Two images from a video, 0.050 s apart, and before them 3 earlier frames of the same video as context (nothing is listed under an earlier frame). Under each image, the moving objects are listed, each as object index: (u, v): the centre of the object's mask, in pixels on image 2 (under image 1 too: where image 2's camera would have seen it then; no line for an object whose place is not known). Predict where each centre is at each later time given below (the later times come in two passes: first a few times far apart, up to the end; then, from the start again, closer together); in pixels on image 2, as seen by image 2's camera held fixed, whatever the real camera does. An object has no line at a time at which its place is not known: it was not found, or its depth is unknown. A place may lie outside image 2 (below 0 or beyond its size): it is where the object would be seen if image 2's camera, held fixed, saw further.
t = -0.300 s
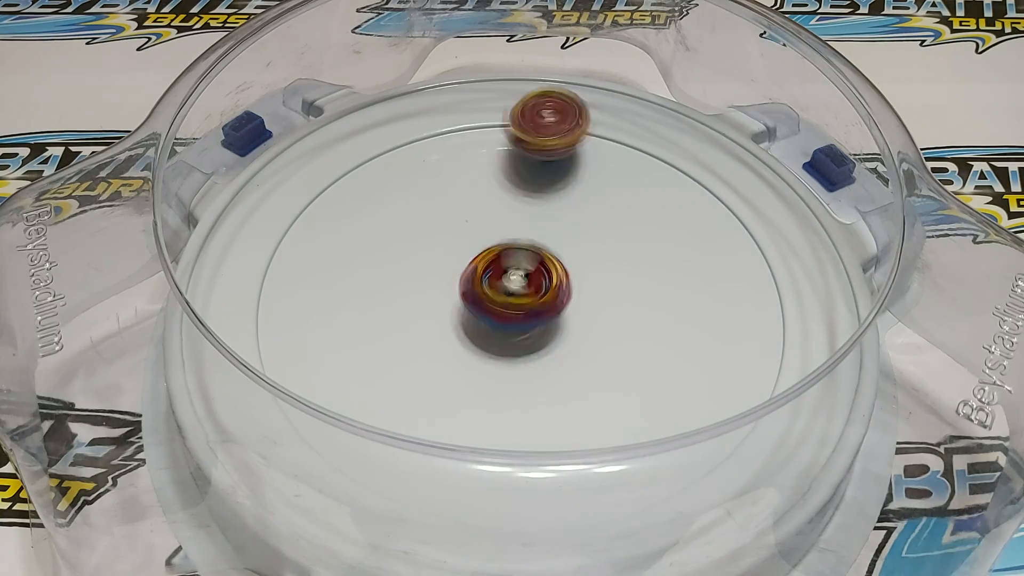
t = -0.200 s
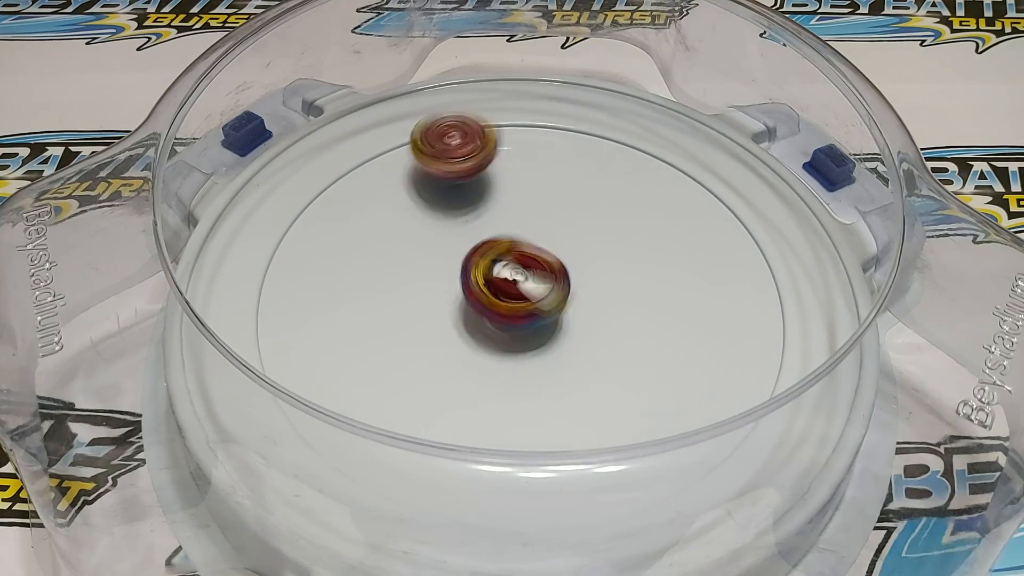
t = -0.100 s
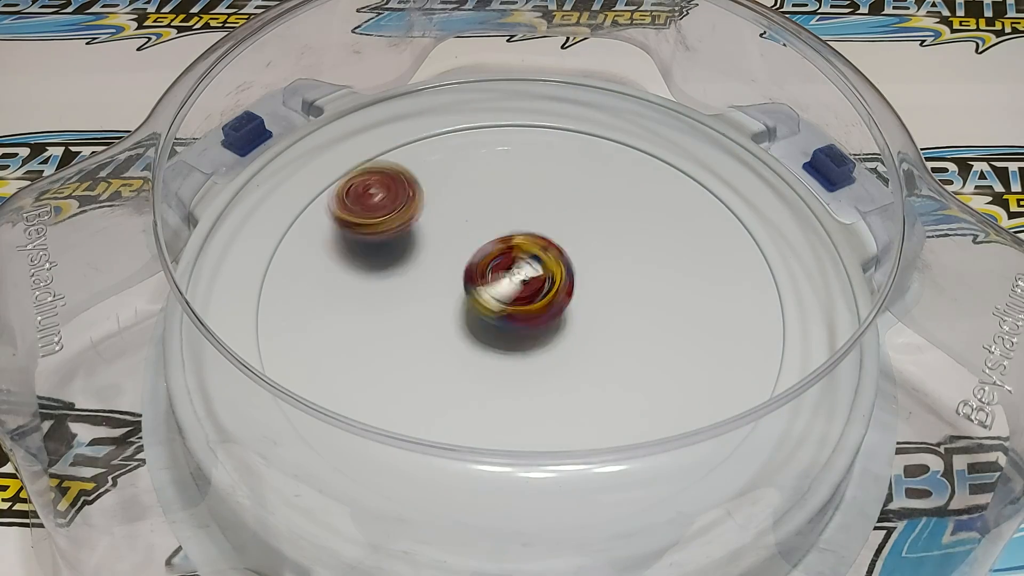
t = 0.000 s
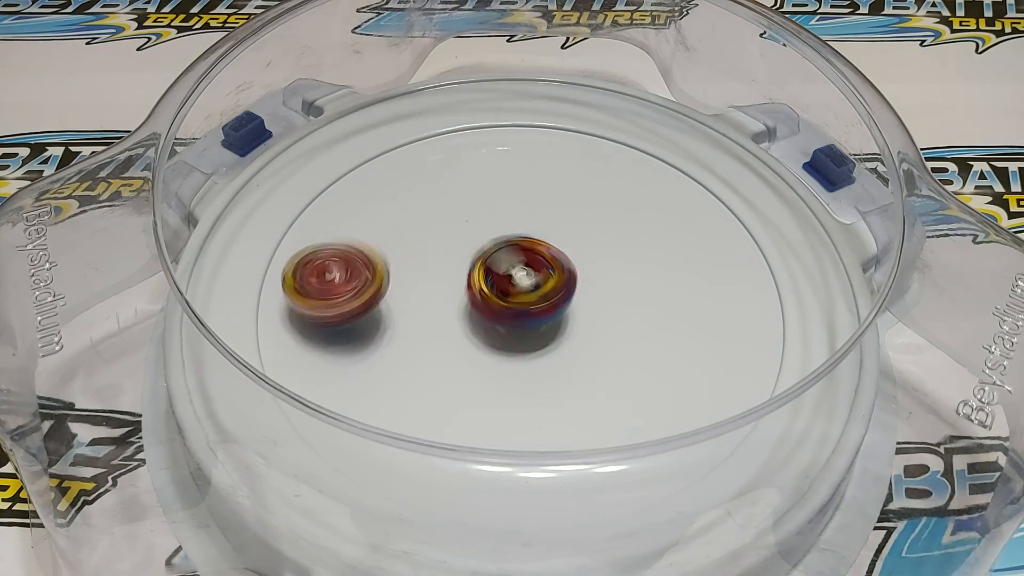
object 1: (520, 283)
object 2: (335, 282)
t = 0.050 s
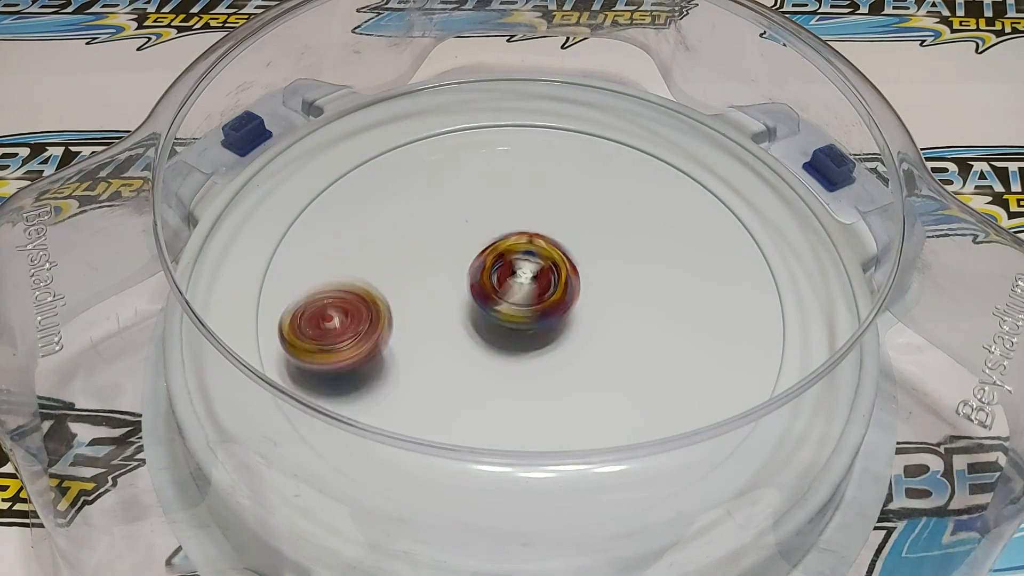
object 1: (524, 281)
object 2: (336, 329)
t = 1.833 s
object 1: (506, 294)
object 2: (684, 185)
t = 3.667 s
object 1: (522, 289)
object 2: (483, 403)
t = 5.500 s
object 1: (520, 302)
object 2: (506, 158)
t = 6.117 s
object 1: (529, 282)
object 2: (598, 406)
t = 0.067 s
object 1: (525, 283)
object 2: (340, 344)
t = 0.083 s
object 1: (523, 284)
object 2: (345, 358)
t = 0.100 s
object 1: (524, 284)
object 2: (353, 369)
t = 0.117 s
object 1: (523, 283)
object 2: (364, 380)
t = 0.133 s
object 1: (527, 283)
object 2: (376, 389)
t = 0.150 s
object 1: (526, 283)
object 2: (391, 398)
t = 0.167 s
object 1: (525, 286)
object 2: (402, 416)
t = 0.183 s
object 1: (525, 285)
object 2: (418, 428)
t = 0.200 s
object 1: (525, 283)
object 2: (436, 438)
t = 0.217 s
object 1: (528, 284)
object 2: (456, 446)
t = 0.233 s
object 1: (526, 285)
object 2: (477, 449)
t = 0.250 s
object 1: (526, 285)
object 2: (498, 452)
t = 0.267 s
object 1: (524, 286)
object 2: (518, 453)
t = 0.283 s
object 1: (525, 284)
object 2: (540, 455)
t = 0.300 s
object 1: (527, 286)
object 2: (560, 455)
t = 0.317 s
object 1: (525, 286)
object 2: (580, 450)
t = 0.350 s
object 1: (524, 285)
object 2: (622, 440)
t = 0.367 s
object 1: (524, 285)
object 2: (640, 430)
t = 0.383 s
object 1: (525, 286)
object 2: (654, 419)
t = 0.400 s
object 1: (523, 285)
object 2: (664, 402)
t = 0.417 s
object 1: (523, 285)
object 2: (677, 394)
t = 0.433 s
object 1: (523, 283)
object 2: (688, 385)
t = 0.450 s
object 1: (524, 283)
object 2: (698, 376)
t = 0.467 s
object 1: (526, 284)
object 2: (705, 364)
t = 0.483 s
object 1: (524, 284)
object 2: (712, 350)
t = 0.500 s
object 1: (525, 283)
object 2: (715, 335)
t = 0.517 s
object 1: (524, 282)
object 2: (716, 319)
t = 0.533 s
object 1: (526, 282)
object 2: (715, 305)
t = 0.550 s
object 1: (528, 285)
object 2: (711, 290)
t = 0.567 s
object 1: (526, 284)
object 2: (708, 276)
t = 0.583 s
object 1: (526, 283)
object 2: (702, 263)
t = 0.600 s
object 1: (526, 283)
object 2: (696, 250)
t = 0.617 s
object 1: (527, 284)
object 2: (689, 237)
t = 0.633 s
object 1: (528, 285)
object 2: (681, 225)
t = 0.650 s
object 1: (524, 285)
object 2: (671, 213)
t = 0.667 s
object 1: (523, 285)
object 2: (660, 202)
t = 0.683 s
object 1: (522, 286)
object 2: (647, 192)
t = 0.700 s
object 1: (522, 285)
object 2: (634, 183)
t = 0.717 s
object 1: (522, 286)
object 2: (622, 175)
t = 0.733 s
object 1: (518, 286)
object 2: (609, 168)
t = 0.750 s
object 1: (517, 286)
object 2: (596, 161)
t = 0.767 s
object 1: (516, 287)
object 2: (582, 155)
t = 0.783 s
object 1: (515, 285)
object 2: (568, 149)
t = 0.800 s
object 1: (516, 285)
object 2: (552, 144)
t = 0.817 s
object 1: (513, 285)
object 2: (537, 140)
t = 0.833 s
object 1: (511, 285)
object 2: (521, 138)
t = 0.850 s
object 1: (510, 284)
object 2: (505, 135)
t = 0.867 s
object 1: (510, 282)
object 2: (491, 134)
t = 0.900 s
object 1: (511, 282)
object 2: (462, 135)
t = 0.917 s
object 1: (509, 281)
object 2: (448, 136)
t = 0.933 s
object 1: (510, 279)
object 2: (434, 138)
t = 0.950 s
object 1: (510, 278)
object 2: (419, 142)
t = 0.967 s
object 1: (513, 278)
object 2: (404, 146)
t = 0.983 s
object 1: (513, 280)
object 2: (392, 151)
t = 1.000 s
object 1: (511, 280)
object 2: (378, 157)
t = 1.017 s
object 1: (512, 279)
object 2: (368, 164)
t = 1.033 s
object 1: (511, 277)
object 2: (357, 173)
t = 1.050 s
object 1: (514, 279)
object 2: (348, 181)
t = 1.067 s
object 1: (515, 281)
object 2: (339, 192)
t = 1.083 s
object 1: (513, 281)
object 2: (330, 201)
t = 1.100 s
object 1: (513, 280)
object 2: (324, 214)
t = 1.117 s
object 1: (512, 279)
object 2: (319, 226)
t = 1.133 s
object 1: (513, 279)
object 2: (316, 240)
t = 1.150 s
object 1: (515, 282)
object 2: (315, 254)
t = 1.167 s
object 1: (514, 282)
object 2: (317, 268)
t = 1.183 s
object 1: (513, 282)
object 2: (319, 283)
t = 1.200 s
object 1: (514, 281)
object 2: (323, 296)
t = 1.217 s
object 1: (512, 282)
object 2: (328, 311)
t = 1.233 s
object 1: (516, 281)
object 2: (336, 324)
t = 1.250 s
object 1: (517, 283)
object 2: (346, 338)
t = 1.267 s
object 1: (514, 283)
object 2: (357, 349)
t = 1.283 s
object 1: (514, 282)
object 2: (373, 363)
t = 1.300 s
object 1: (513, 285)
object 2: (389, 375)
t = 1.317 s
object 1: (515, 282)
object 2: (408, 383)
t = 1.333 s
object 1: (518, 283)
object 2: (426, 390)
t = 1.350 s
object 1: (515, 284)
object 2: (443, 396)
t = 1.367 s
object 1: (514, 285)
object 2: (462, 401)
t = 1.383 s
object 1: (515, 285)
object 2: (482, 406)
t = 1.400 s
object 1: (514, 284)
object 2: (503, 410)
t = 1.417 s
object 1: (518, 283)
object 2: (525, 412)
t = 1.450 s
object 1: (515, 286)
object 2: (571, 409)
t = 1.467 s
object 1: (515, 284)
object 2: (590, 406)
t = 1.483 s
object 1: (513, 287)
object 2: (609, 402)
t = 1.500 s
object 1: (515, 284)
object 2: (626, 397)
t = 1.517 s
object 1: (518, 285)
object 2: (644, 393)
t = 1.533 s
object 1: (516, 285)
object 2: (661, 388)
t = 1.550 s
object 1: (515, 285)
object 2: (680, 378)
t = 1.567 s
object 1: (515, 284)
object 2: (693, 367)
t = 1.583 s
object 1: (514, 283)
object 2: (704, 354)
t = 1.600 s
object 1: (516, 283)
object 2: (713, 343)
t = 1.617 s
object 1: (517, 286)
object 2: (720, 332)
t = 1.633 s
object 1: (516, 285)
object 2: (728, 321)
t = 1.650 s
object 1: (516, 285)
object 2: (734, 309)
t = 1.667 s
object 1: (517, 283)
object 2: (738, 295)
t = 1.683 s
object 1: (516, 284)
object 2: (739, 281)
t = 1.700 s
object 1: (519, 285)
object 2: (738, 268)
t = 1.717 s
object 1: (519, 288)
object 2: (736, 257)
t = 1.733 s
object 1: (514, 289)
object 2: (732, 245)
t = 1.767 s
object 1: (512, 289)
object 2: (724, 223)
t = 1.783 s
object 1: (510, 292)
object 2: (716, 212)
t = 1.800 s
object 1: (512, 291)
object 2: (706, 202)
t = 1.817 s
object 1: (510, 294)
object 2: (695, 193)
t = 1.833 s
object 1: (506, 294)
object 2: (684, 185)
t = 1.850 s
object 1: (506, 294)
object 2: (671, 179)
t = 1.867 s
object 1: (504, 292)
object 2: (659, 173)
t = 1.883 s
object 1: (503, 292)
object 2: (646, 167)
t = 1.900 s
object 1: (505, 291)
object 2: (631, 162)
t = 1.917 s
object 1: (505, 292)
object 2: (616, 158)
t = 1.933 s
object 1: (501, 291)
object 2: (601, 155)
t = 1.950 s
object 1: (501, 290)
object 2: (586, 153)
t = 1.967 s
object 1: (502, 289)
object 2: (570, 153)
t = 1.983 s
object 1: (503, 288)
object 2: (555, 152)
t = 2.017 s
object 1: (511, 292)
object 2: (522, 154)
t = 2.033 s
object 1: (508, 292)
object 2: (507, 156)
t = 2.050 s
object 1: (509, 294)
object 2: (491, 159)
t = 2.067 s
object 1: (511, 293)
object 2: (476, 163)
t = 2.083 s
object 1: (509, 305)
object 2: (460, 167)
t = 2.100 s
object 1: (513, 296)
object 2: (447, 172)
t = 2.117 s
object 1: (513, 305)
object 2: (433, 179)
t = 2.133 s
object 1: (511, 300)
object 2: (418, 185)
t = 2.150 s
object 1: (507, 308)
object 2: (406, 193)
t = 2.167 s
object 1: (507, 299)
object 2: (393, 200)
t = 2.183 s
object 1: (506, 298)
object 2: (382, 209)
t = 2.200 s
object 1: (507, 294)
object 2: (371, 219)
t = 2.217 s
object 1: (509, 295)
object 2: (362, 228)
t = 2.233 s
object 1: (507, 294)
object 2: (353, 240)
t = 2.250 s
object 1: (505, 294)
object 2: (344, 250)
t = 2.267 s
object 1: (505, 292)
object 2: (338, 262)
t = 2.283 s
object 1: (506, 290)
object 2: (332, 275)
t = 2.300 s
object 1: (509, 288)
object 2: (330, 287)
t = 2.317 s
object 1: (515, 288)
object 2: (329, 301)
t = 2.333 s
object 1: (518, 291)
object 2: (329, 313)
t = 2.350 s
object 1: (517, 292)
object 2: (329, 326)
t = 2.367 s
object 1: (517, 293)
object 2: (331, 339)
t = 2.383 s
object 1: (518, 291)
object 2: (336, 353)
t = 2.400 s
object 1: (519, 291)
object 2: (344, 364)
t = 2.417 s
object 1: (520, 293)
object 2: (355, 374)
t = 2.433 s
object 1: (524, 295)
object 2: (369, 383)
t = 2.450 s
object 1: (523, 297)
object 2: (383, 390)
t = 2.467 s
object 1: (519, 298)
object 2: (395, 397)
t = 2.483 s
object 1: (516, 299)
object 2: (409, 403)
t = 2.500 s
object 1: (514, 297)
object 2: (427, 409)
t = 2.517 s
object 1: (512, 294)
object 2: (445, 414)
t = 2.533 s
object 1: (513, 291)
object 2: (463, 429)
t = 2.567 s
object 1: (516, 291)
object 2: (501, 418)
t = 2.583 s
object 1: (513, 291)
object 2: (519, 420)
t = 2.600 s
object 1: (512, 291)
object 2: (536, 420)
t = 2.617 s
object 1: (513, 288)
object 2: (557, 418)
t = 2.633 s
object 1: (513, 288)
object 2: (577, 415)
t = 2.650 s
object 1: (516, 285)
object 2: (595, 409)
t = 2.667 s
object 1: (523, 285)
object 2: (608, 403)
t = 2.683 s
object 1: (526, 288)
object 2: (621, 396)
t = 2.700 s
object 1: (524, 289)
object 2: (635, 389)
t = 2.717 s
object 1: (523, 290)
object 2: (648, 379)
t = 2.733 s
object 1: (523, 288)
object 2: (660, 365)
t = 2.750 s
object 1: (522, 289)
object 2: (667, 352)
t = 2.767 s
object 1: (521, 289)
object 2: (671, 339)
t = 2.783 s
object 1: (524, 289)
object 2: (677, 328)
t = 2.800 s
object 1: (526, 292)
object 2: (681, 316)
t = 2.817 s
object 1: (523, 293)
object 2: (686, 303)
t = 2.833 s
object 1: (520, 293)
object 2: (687, 289)
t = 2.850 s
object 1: (517, 292)
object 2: (684, 275)
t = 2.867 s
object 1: (515, 290)
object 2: (683, 263)
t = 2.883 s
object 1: (514, 286)
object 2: (679, 251)
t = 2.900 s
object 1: (517, 283)
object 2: (677, 239)
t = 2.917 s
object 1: (522, 282)
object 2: (672, 227)
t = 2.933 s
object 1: (524, 283)
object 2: (665, 215)
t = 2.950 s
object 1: (522, 283)
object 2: (658, 205)
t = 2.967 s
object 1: (522, 283)
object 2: (649, 196)
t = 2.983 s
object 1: (523, 282)
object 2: (641, 187)
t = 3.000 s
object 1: (524, 281)
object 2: (633, 179)
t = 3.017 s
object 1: (524, 280)
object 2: (622, 170)
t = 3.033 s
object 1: (527, 280)
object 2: (611, 162)
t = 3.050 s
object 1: (531, 283)
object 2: (598, 155)
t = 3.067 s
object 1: (532, 287)
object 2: (588, 150)
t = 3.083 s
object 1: (528, 288)
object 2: (576, 147)
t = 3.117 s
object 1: (523, 287)
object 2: (550, 138)
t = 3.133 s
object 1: (521, 287)
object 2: (536, 135)
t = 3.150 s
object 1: (521, 285)
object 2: (523, 134)
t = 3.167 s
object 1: (523, 284)
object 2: (509, 134)
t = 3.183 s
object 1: (524, 284)
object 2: (496, 134)
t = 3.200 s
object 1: (522, 285)
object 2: (483, 136)
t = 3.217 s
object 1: (520, 285)
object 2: (468, 137)
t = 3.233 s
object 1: (519, 286)
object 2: (455, 142)
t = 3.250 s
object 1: (519, 282)
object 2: (442, 146)
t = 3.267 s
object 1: (518, 283)
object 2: (430, 151)
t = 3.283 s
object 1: (520, 281)
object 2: (419, 159)
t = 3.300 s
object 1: (524, 280)
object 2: (408, 166)
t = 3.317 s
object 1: (530, 282)
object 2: (398, 174)
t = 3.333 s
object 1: (531, 285)
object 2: (389, 183)
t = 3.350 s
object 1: (529, 287)
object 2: (382, 193)
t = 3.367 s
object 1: (527, 288)
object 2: (375, 204)
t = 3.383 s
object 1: (526, 288)
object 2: (368, 215)
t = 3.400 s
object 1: (524, 287)
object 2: (363, 227)
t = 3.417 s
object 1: (522, 286)
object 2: (359, 239)
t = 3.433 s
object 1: (524, 284)
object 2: (358, 252)
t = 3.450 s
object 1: (526, 285)
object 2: (358, 266)
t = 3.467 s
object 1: (524, 287)
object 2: (359, 279)
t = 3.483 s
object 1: (522, 287)
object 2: (362, 292)
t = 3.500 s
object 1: (521, 288)
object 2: (365, 304)
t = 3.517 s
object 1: (520, 288)
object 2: (370, 318)
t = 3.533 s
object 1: (519, 284)
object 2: (377, 330)
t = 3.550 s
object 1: (520, 282)
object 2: (388, 343)
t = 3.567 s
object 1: (524, 281)
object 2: (398, 355)
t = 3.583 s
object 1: (529, 282)
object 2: (407, 364)
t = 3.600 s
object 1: (531, 285)
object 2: (420, 376)
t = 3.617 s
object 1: (529, 287)
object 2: (433, 386)
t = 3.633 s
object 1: (527, 290)
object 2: (449, 393)
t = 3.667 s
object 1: (522, 289)
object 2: (483, 403)
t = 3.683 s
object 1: (519, 287)
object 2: (498, 406)
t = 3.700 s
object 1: (521, 285)
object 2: (513, 411)
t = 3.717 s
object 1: (524, 283)
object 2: (533, 413)
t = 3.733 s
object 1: (526, 284)
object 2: (553, 413)
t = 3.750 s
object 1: (526, 284)
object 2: (572, 412)
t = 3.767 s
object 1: (525, 284)
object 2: (588, 409)
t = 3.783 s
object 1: (525, 284)
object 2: (602, 408)
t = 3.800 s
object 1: (526, 283)
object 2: (621, 406)
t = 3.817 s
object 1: (525, 283)
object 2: (639, 402)
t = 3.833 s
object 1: (526, 281)
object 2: (656, 394)
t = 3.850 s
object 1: (529, 281)
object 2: (667, 387)
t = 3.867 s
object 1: (532, 283)
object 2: (678, 381)
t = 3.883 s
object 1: (532, 286)
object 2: (691, 374)
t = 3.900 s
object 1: (529, 287)
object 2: (701, 361)
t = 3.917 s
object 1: (526, 285)
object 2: (708, 348)
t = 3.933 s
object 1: (524, 285)
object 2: (712, 337)
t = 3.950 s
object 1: (521, 285)
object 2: (714, 325)
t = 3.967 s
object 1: (520, 282)
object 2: (718, 314)
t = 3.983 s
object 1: (522, 280)
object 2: (719, 302)
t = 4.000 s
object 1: (527, 279)
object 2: (716, 288)
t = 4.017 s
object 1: (529, 280)
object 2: (713, 277)
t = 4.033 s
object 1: (528, 280)
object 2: (707, 267)
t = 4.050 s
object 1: (528, 281)
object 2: (703, 255)
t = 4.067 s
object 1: (528, 281)
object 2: (695, 245)
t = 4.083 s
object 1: (529, 280)
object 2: (686, 234)
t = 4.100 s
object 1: (528, 280)
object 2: (675, 225)
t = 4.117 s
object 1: (529, 279)
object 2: (665, 218)
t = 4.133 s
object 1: (532, 279)
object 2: (655, 210)
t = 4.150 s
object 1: (535, 281)
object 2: (643, 203)
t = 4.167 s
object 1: (534, 284)
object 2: (630, 196)
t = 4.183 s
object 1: (531, 284)
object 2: (617, 189)
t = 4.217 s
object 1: (526, 282)
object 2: (591, 181)
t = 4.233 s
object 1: (524, 282)
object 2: (576, 177)
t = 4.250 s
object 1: (523, 279)
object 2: (562, 173)
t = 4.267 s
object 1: (526, 277)
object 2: (548, 171)
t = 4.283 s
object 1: (530, 276)
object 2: (533, 169)
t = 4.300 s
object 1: (533, 278)
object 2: (519, 168)
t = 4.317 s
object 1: (532, 279)
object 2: (505, 168)
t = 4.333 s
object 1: (530, 280)
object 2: (490, 168)
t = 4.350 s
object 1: (529, 282)
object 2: (475, 169)
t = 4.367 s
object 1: (529, 281)
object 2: (461, 171)
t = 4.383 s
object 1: (527, 282)
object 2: (448, 172)
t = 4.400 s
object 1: (526, 281)
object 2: (435, 176)
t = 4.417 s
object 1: (528, 280)
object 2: (421, 180)
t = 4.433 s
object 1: (530, 281)
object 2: (409, 184)
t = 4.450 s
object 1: (529, 283)
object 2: (397, 189)
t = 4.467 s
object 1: (526, 284)
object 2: (386, 195)
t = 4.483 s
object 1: (524, 285)
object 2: (375, 201)
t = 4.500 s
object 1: (523, 285)
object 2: (364, 208)
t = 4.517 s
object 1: (521, 284)
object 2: (356, 218)
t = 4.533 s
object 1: (520, 281)
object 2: (348, 226)
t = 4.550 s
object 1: (522, 279)
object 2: (341, 236)
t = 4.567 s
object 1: (526, 278)
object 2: (335, 246)
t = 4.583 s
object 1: (530, 280)
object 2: (330, 256)
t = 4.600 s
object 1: (529, 281)
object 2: (327, 269)
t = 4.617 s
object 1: (527, 281)
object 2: (327, 281)
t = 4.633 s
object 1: (526, 284)
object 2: (328, 292)
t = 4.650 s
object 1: (524, 284)
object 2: (330, 304)
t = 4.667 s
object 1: (523, 284)
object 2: (333, 315)
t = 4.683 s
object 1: (521, 282)
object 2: (340, 328)
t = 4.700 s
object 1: (521, 281)
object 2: (349, 340)
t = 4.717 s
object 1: (524, 281)
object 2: (359, 350)
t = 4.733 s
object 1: (525, 283)
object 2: (369, 360)
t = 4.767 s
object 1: (521, 284)
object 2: (397, 378)
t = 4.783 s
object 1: (519, 285)
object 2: (415, 385)
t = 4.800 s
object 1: (518, 285)
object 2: (429, 388)
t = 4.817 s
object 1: (516, 283)
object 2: (446, 394)
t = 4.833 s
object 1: (516, 281)
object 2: (462, 398)
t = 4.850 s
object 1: (519, 280)
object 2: (483, 401)
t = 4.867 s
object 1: (523, 280)
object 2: (502, 400)
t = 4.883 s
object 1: (525, 283)
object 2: (517, 401)
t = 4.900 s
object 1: (523, 285)
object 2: (534, 400)
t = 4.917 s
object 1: (522, 287)
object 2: (552, 400)
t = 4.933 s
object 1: (521, 288)
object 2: (573, 393)
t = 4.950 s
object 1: (519, 288)
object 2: (588, 387)
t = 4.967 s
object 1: (517, 288)
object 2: (601, 380)
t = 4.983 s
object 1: (516, 287)
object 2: (616, 375)
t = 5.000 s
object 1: (517, 286)
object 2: (630, 368)
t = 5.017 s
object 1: (519, 287)
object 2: (643, 356)
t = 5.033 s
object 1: (517, 289)
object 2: (652, 347)
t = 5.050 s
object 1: (515, 289)
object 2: (660, 338)
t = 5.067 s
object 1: (513, 289)
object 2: (670, 329)
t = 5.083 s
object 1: (512, 288)
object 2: (679, 317)
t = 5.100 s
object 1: (511, 287)
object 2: (683, 304)
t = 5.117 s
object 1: (509, 287)
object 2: (687, 294)
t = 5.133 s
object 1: (510, 286)
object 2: (690, 285)
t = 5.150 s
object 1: (514, 284)
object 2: (695, 273)
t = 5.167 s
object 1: (520, 285)
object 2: (694, 261)
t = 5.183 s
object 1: (522, 286)
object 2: (692, 250)
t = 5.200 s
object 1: (522, 286)
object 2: (690, 240)
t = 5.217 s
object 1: (525, 286)
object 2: (688, 230)
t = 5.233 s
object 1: (528, 288)
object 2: (683, 219)
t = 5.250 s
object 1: (532, 291)
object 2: (677, 209)
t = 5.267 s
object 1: (535, 294)
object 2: (669, 200)
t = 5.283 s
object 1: (536, 293)
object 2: (662, 192)
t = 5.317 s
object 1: (538, 294)
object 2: (644, 177)
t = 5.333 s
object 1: (538, 297)
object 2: (633, 171)
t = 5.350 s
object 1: (536, 300)
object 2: (621, 167)
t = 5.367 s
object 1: (533, 302)
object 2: (611, 162)
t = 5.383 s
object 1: (530, 301)
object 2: (598, 157)
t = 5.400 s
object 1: (528, 302)
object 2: (584, 154)
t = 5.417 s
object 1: (526, 302)
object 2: (572, 153)
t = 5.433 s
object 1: (526, 302)
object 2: (559, 153)
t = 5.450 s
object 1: (525, 303)
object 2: (544, 153)
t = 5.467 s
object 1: (524, 304)
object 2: (531, 153)
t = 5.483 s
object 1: (522, 305)
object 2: (518, 155)
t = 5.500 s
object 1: (520, 302)
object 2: (506, 158)
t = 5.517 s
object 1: (520, 300)
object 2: (492, 162)
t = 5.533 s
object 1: (519, 304)
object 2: (479, 166)
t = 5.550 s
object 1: (518, 297)
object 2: (467, 171)
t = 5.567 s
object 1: (516, 296)
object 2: (455, 178)
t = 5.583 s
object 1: (515, 296)
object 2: (445, 184)
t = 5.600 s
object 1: (515, 294)
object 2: (433, 191)
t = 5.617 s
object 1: (518, 291)
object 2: (423, 199)
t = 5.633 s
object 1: (521, 290)
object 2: (415, 207)
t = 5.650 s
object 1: (524, 289)
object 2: (406, 217)
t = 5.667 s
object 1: (526, 288)
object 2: (398, 226)
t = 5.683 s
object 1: (526, 288)
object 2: (391, 237)
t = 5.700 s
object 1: (527, 287)
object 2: (384, 247)
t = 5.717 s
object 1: (528, 287)
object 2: (381, 257)
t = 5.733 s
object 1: (528, 287)
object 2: (376, 269)
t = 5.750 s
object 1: (528, 287)
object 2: (373, 278)
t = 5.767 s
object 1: (529, 286)
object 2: (372, 291)
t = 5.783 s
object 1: (529, 286)
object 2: (371, 302)
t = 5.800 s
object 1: (529, 286)
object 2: (373, 313)
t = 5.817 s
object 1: (528, 286)
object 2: (374, 324)
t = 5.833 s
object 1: (528, 285)
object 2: (376, 337)
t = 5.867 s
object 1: (527, 284)
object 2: (390, 360)
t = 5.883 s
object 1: (526, 283)
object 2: (396, 368)
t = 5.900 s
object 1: (525, 282)
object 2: (405, 379)
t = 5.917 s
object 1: (525, 282)
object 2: (415, 387)
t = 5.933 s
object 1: (526, 282)
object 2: (431, 396)
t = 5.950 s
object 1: (526, 282)
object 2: (444, 400)
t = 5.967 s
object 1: (526, 282)
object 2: (454, 404)
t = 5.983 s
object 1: (527, 282)
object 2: (470, 409)
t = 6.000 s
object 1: (528, 282)
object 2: (488, 413)
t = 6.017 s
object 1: (528, 282)
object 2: (505, 414)
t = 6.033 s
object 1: (529, 282)
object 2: (519, 415)
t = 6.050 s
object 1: (529, 282)
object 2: (534, 416)
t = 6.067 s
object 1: (529, 282)
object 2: (554, 416)
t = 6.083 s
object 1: (529, 282)
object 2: (571, 413)
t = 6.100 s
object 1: (529, 282)
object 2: (583, 409)
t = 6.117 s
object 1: (529, 282)
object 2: (598, 406)
